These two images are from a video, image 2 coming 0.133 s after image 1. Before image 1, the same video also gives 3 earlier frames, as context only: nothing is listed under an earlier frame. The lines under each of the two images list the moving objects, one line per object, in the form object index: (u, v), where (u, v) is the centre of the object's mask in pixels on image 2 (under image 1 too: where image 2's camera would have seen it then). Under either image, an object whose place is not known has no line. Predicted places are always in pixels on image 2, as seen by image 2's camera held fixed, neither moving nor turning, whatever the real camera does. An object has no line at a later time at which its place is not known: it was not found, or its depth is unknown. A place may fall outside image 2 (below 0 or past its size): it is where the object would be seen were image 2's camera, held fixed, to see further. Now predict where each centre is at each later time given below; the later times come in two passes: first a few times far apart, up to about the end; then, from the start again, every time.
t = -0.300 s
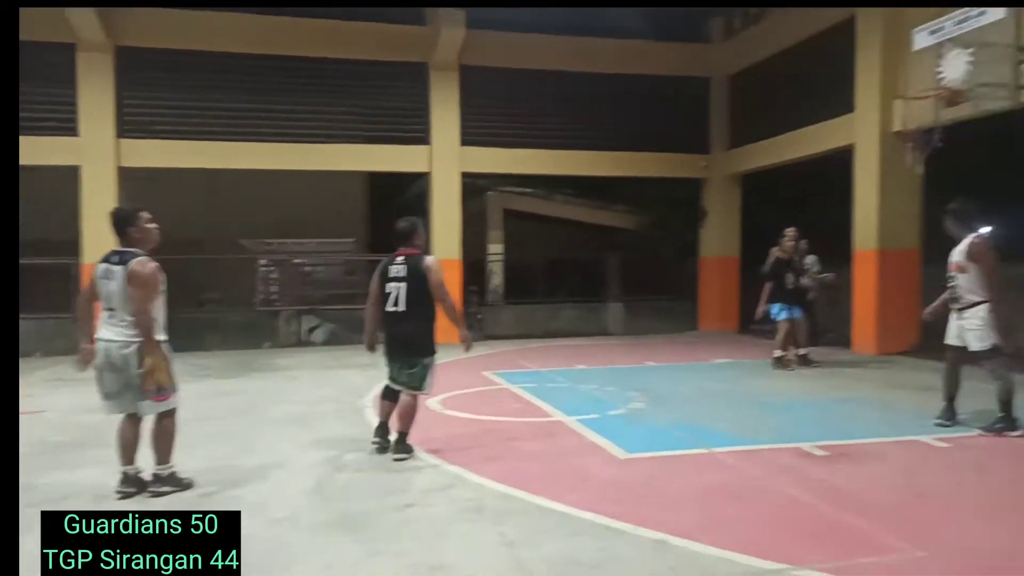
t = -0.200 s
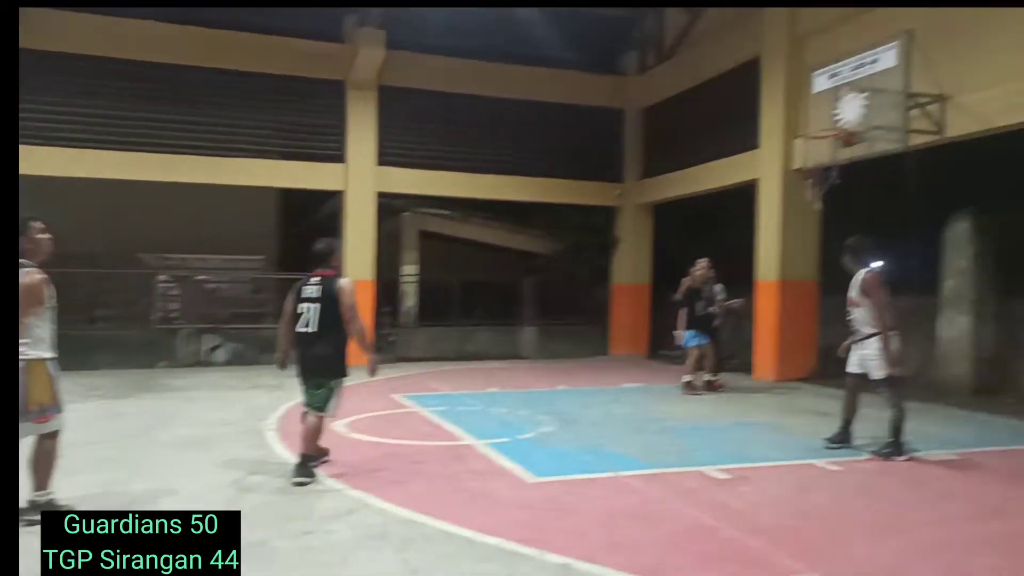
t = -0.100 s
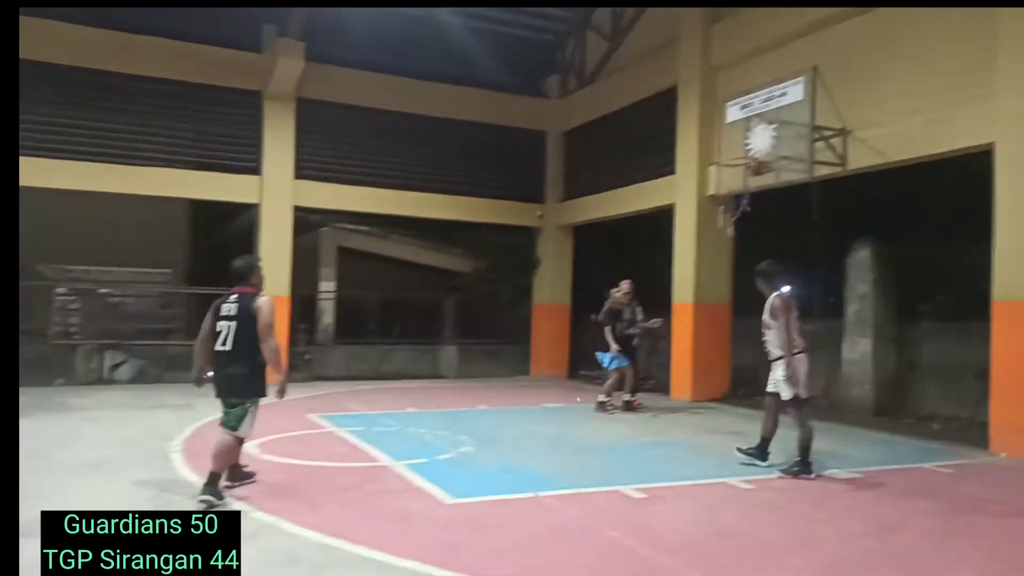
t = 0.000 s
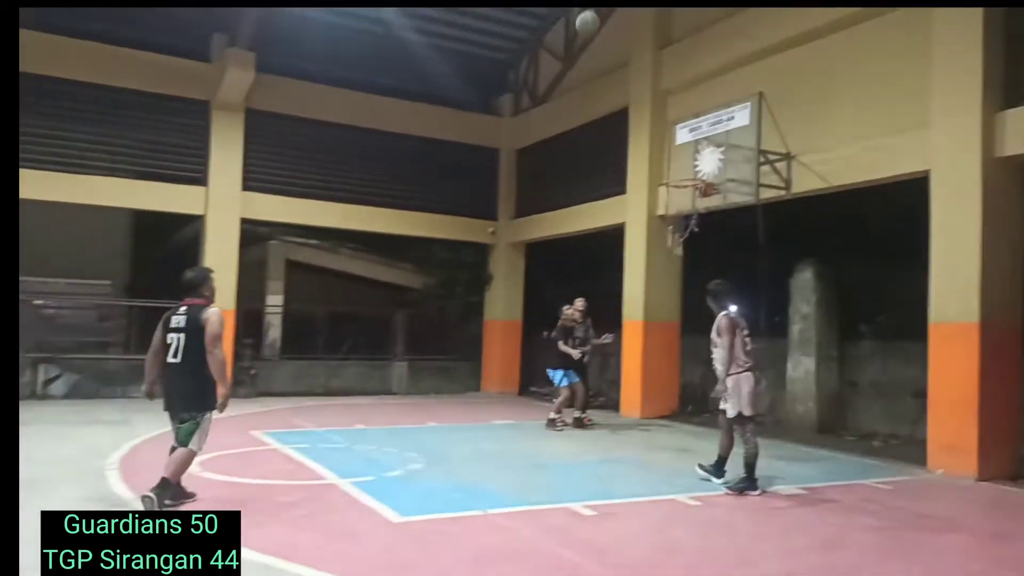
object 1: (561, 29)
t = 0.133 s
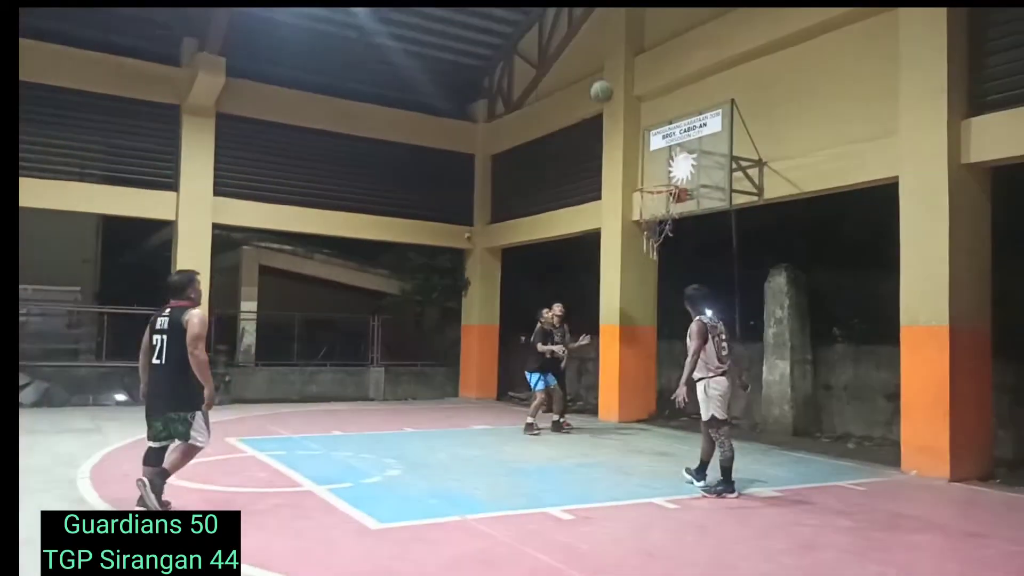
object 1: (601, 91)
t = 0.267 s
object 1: (637, 160)
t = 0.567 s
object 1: (616, 157)
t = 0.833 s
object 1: (579, 191)
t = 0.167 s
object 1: (610, 108)
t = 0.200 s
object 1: (620, 125)
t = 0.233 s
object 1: (629, 142)
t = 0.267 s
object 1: (637, 160)
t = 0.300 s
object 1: (646, 178)
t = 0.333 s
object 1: (644, 177)
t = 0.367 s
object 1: (640, 172)
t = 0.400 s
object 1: (636, 167)
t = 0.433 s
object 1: (632, 163)
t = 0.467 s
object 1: (628, 160)
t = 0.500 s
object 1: (624, 158)
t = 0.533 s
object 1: (619, 157)
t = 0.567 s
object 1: (616, 157)
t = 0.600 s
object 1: (608, 154)
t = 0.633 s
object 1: (605, 157)
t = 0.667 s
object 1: (602, 162)
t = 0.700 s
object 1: (597, 166)
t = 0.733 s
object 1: (592, 170)
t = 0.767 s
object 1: (588, 176)
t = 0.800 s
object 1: (583, 183)
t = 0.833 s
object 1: (579, 191)
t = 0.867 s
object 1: (574, 200)
